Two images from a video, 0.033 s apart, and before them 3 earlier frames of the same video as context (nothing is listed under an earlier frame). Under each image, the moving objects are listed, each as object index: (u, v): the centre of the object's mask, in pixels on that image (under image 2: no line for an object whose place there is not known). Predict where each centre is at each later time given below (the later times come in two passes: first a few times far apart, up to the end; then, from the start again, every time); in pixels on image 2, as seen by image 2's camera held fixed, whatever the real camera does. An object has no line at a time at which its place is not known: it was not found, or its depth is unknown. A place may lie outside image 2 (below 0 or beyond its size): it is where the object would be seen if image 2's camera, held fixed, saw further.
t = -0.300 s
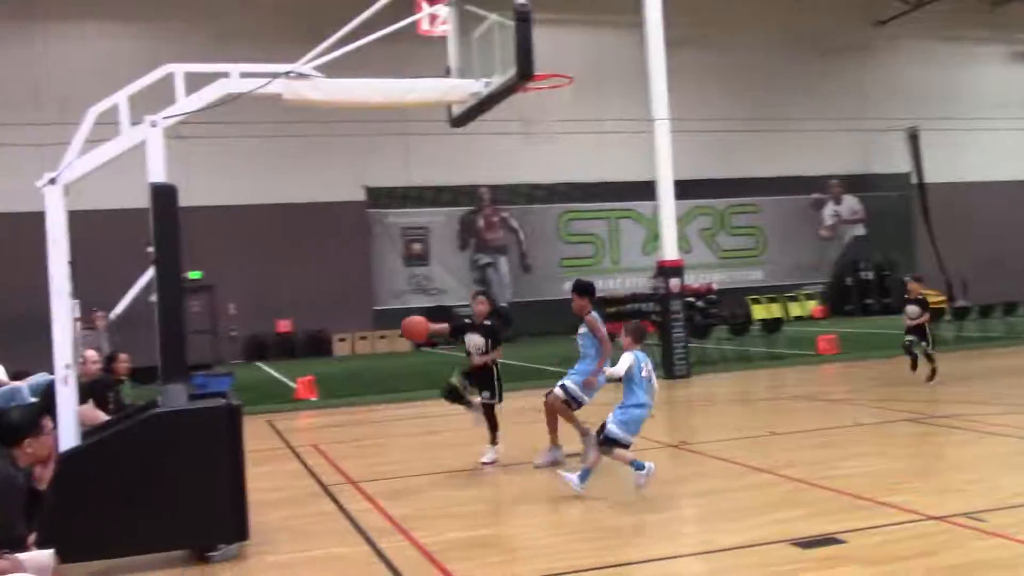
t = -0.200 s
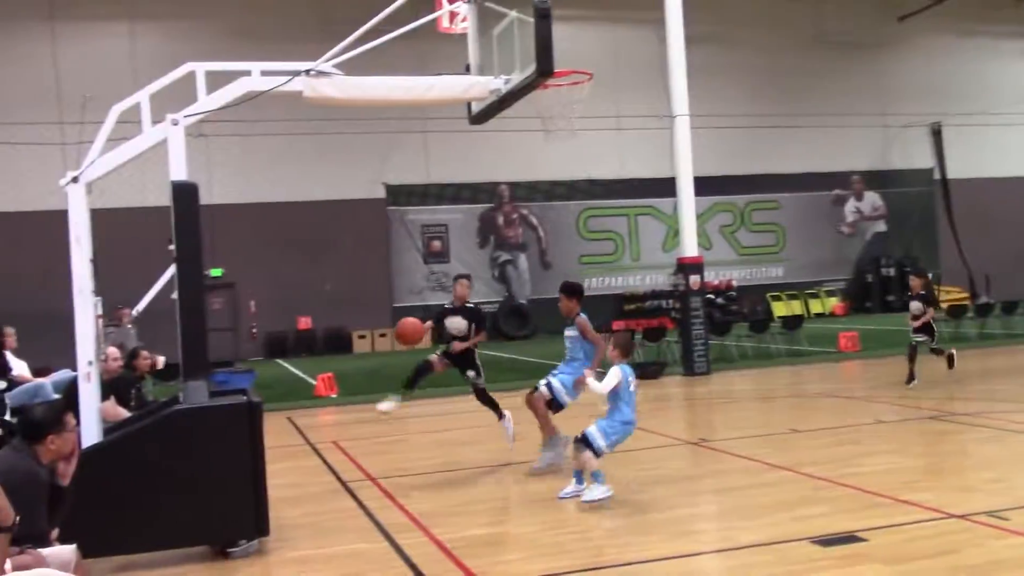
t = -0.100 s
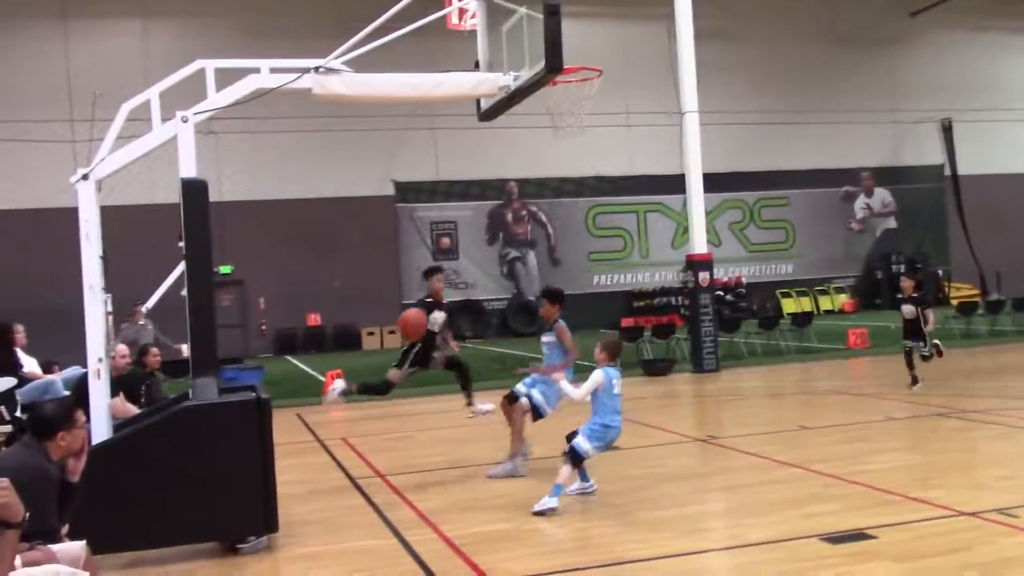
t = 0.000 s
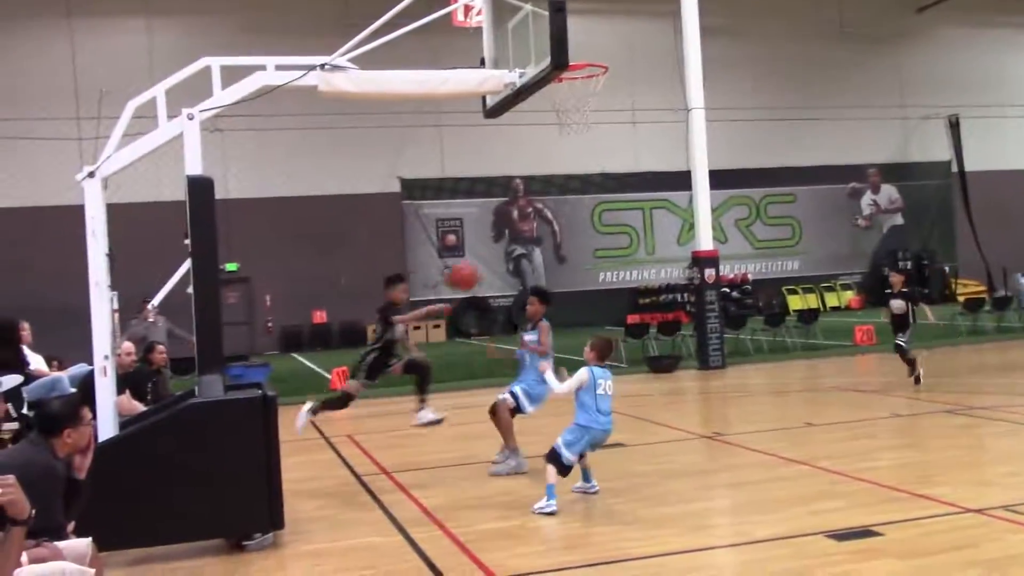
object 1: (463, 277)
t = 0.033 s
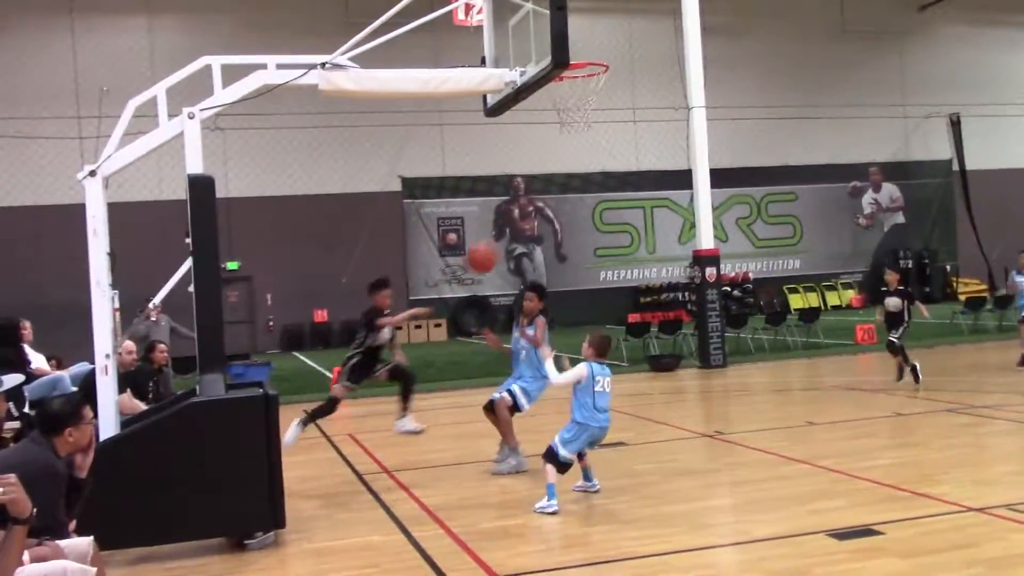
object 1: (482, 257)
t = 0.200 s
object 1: (577, 191)
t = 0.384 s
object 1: (700, 157)
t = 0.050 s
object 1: (490, 250)
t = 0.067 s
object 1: (499, 241)
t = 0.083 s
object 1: (509, 234)
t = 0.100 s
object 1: (518, 227)
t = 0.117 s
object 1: (526, 222)
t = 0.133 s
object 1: (535, 216)
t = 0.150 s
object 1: (547, 208)
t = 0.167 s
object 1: (558, 201)
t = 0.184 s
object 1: (568, 196)
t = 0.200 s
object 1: (577, 191)
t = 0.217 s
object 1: (588, 187)
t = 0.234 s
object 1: (598, 183)
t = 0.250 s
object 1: (609, 179)
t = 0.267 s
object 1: (620, 174)
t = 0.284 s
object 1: (631, 170)
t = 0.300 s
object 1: (642, 168)
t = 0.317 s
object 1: (653, 165)
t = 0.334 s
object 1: (665, 162)
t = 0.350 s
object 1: (676, 161)
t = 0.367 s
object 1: (688, 158)
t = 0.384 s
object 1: (700, 157)
